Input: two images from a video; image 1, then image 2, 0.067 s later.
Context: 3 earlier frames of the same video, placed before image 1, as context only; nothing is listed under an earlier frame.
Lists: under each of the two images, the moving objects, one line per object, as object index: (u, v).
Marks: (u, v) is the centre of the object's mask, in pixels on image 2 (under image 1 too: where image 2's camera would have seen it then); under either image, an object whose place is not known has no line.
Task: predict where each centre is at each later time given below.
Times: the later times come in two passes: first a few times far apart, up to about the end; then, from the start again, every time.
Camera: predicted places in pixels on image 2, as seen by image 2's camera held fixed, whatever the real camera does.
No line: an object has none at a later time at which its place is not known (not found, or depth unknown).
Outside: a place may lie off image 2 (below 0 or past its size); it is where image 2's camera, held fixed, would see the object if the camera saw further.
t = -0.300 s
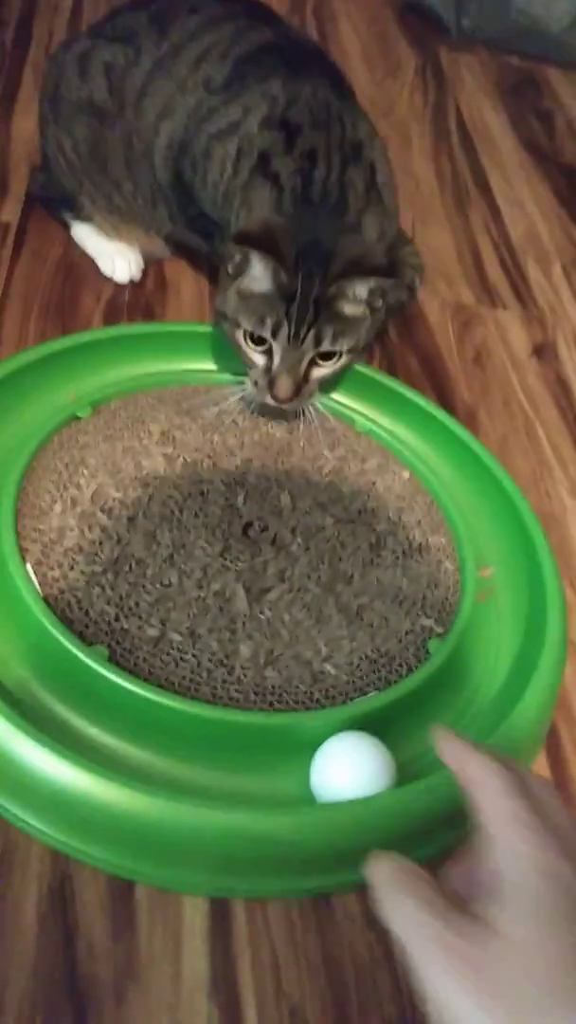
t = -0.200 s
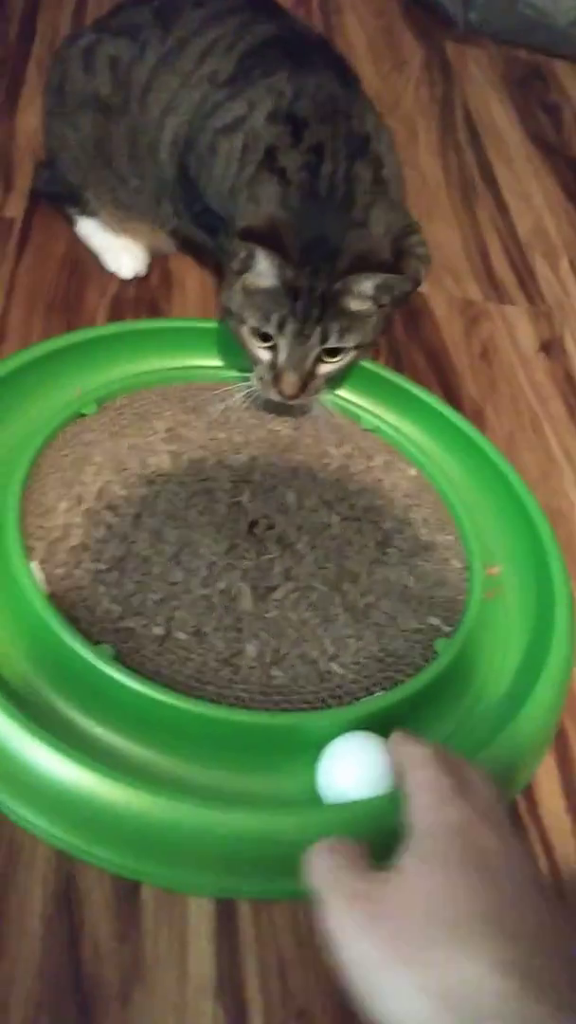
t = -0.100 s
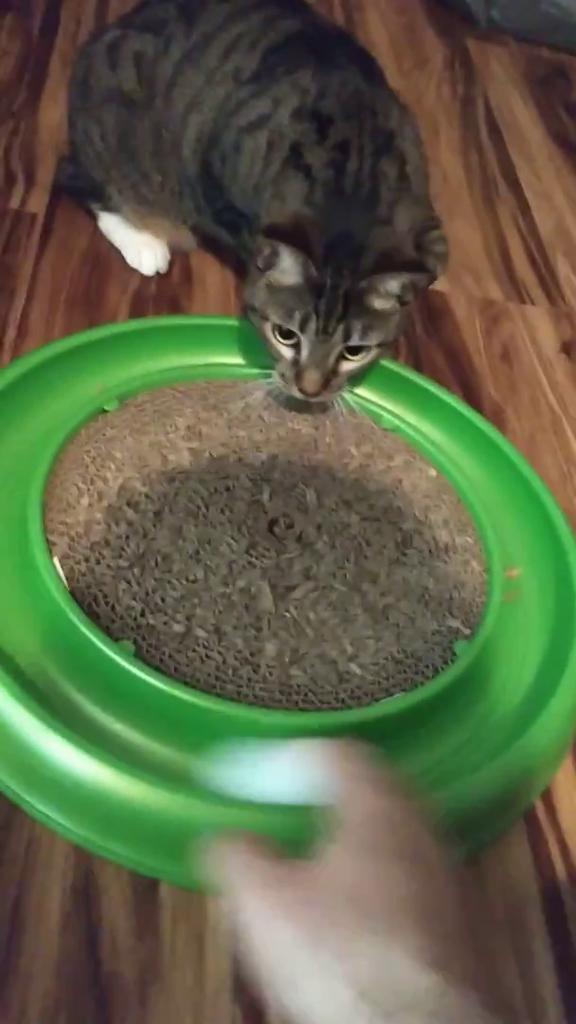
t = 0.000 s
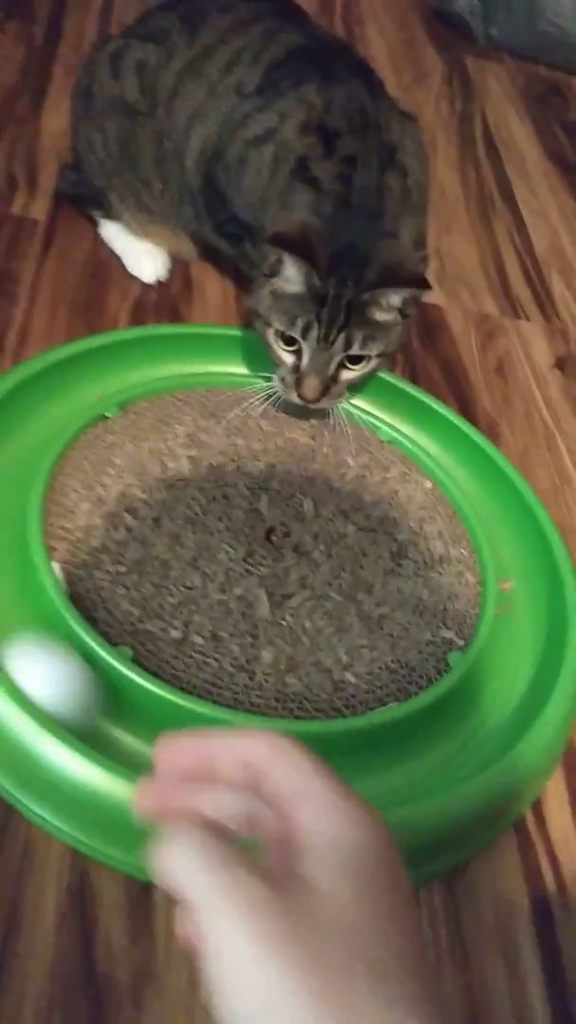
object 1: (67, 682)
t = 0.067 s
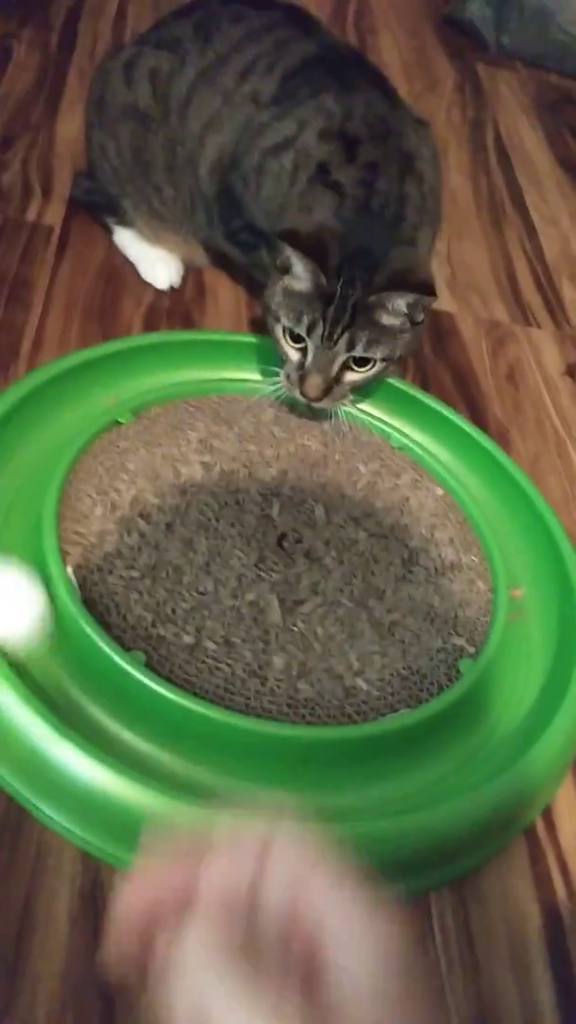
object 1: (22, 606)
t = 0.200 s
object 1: (19, 480)
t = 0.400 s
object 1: (127, 377)
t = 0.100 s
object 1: (16, 573)
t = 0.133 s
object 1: (15, 538)
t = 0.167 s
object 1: (16, 506)
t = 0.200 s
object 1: (19, 480)
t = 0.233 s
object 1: (25, 456)
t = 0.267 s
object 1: (36, 436)
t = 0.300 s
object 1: (56, 416)
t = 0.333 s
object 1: (78, 400)
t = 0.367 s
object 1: (101, 388)
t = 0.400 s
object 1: (127, 377)
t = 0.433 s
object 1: (154, 370)
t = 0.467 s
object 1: (181, 365)
